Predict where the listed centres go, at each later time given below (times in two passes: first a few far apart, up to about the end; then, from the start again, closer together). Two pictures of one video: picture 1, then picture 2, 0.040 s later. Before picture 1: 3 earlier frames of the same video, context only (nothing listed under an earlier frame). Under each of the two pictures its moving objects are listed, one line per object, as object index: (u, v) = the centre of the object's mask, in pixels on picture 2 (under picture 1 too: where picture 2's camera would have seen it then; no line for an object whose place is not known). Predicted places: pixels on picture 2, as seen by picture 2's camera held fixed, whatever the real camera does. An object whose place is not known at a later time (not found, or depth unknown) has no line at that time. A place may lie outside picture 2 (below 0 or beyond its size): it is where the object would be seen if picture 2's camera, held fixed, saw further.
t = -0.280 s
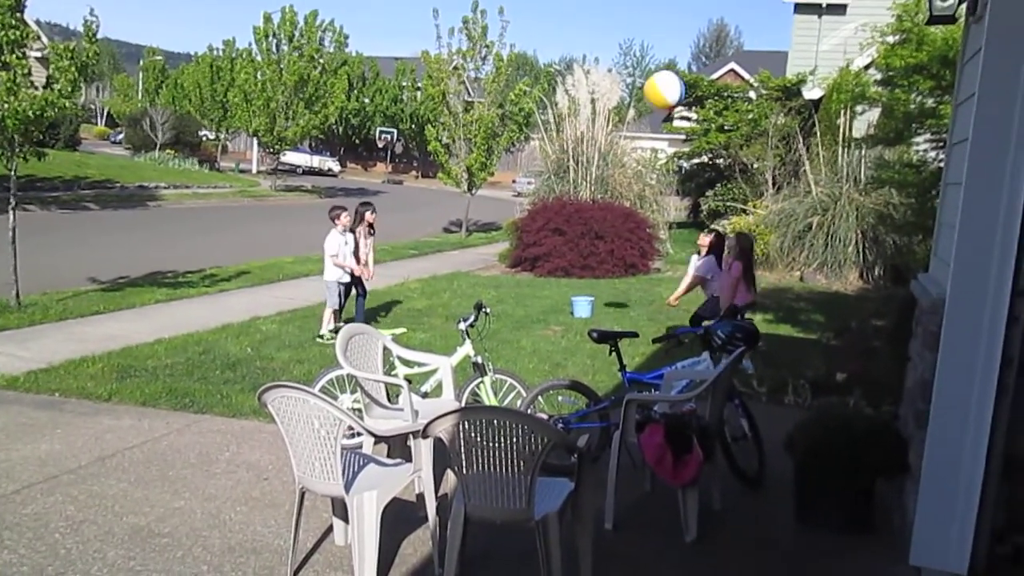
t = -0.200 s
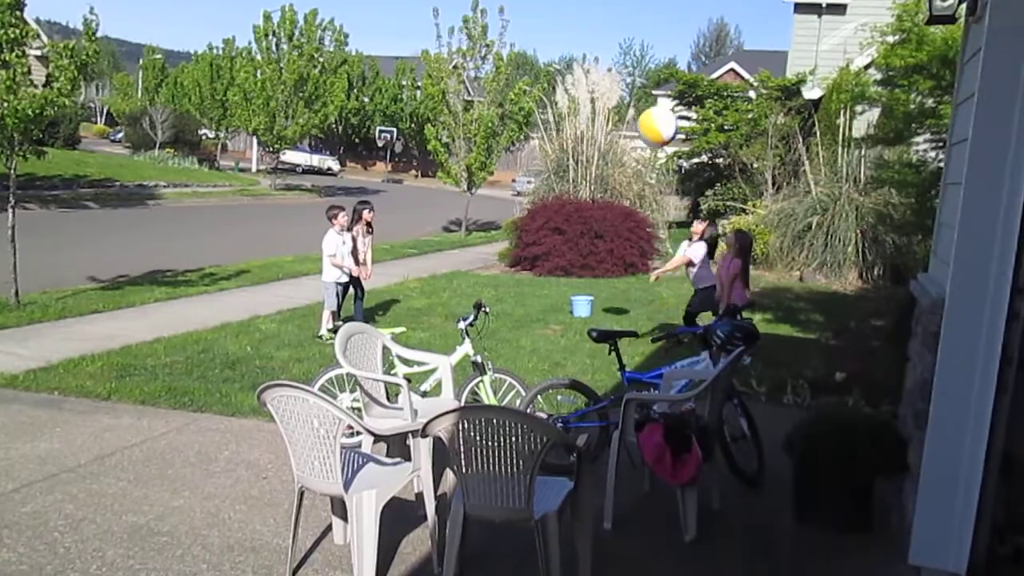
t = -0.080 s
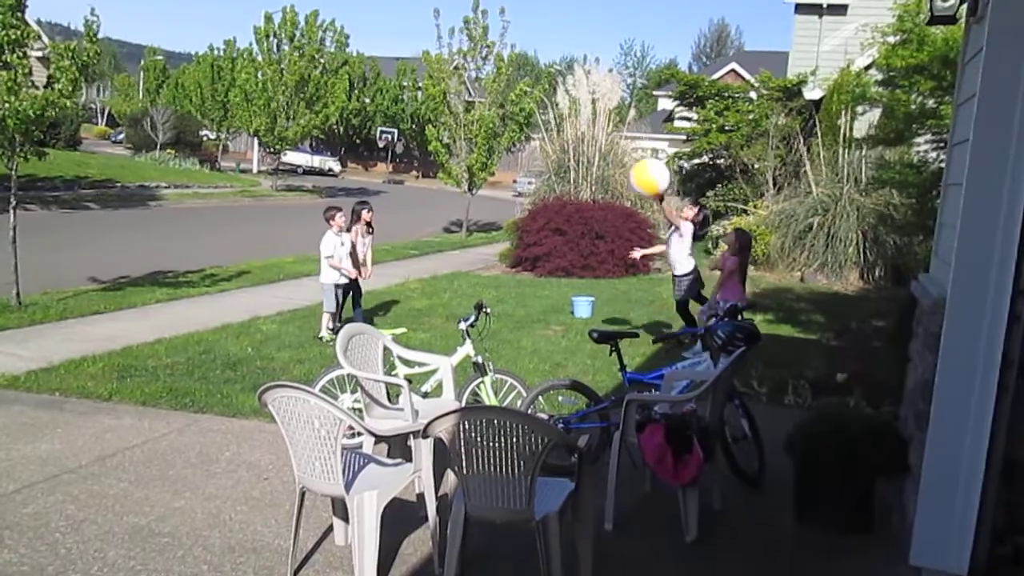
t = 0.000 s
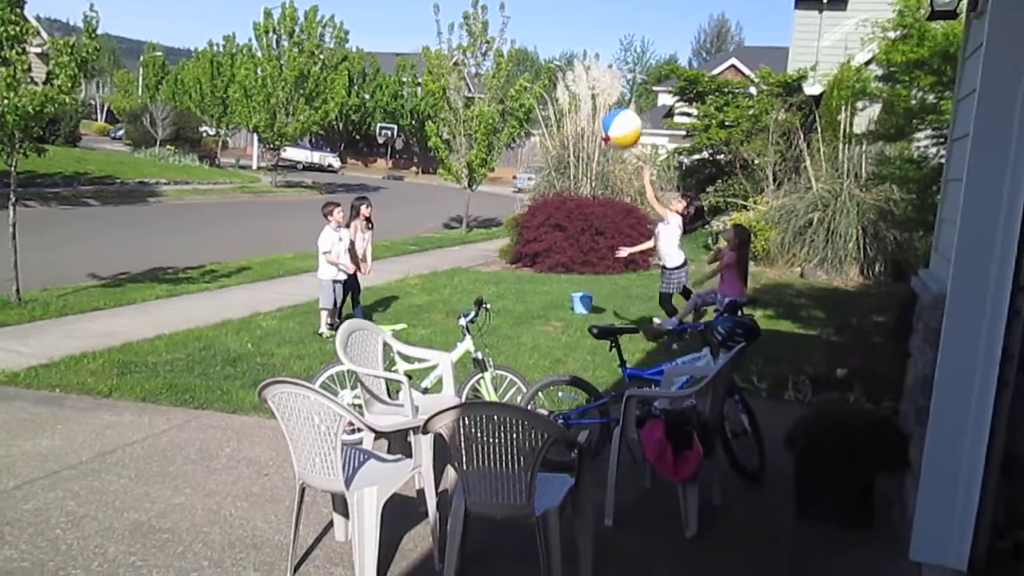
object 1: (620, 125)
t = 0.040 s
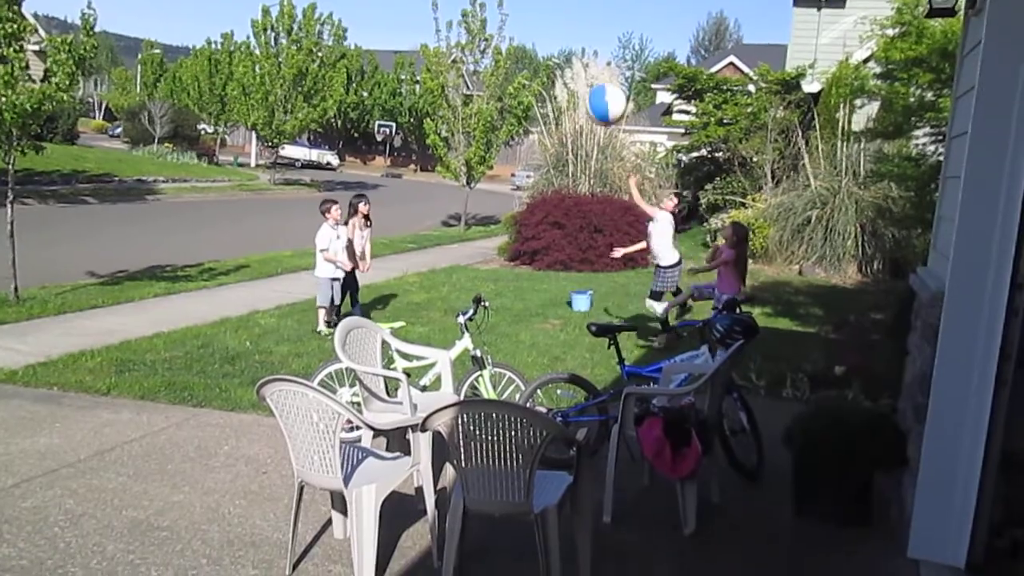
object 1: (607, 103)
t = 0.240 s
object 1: (533, 23)
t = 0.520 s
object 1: (433, -9)
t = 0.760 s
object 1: (349, 19)
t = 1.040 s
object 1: (260, 123)
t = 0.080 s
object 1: (593, 83)
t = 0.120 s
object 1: (577, 65)
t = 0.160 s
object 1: (563, 48)
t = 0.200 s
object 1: (548, 34)
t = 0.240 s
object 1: (533, 23)
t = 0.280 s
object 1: (519, 16)
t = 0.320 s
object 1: (505, 10)
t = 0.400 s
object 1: (476, -2)
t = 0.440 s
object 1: (461, -6)
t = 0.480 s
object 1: (447, -9)
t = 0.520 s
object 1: (433, -9)
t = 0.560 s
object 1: (419, -8)
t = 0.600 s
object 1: (405, -7)
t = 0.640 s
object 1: (390, -5)
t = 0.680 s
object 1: (376, 1)
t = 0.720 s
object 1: (362, 9)
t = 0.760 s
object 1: (349, 19)
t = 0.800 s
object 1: (337, 30)
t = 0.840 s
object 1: (323, 42)
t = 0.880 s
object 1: (310, 56)
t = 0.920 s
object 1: (297, 70)
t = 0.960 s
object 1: (285, 86)
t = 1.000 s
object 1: (272, 104)
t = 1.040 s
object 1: (260, 123)
